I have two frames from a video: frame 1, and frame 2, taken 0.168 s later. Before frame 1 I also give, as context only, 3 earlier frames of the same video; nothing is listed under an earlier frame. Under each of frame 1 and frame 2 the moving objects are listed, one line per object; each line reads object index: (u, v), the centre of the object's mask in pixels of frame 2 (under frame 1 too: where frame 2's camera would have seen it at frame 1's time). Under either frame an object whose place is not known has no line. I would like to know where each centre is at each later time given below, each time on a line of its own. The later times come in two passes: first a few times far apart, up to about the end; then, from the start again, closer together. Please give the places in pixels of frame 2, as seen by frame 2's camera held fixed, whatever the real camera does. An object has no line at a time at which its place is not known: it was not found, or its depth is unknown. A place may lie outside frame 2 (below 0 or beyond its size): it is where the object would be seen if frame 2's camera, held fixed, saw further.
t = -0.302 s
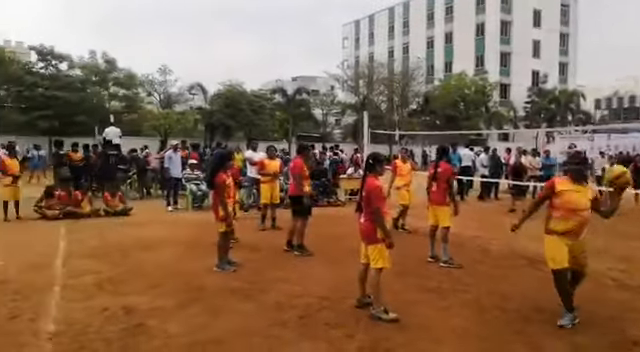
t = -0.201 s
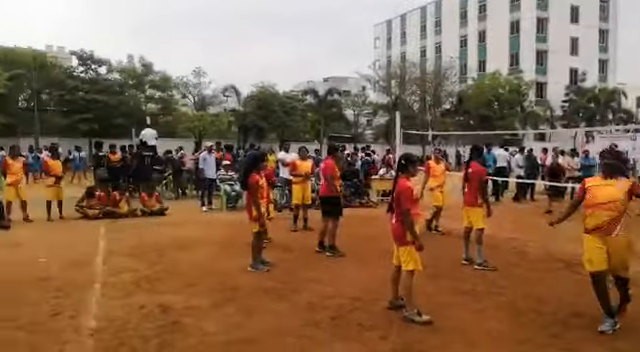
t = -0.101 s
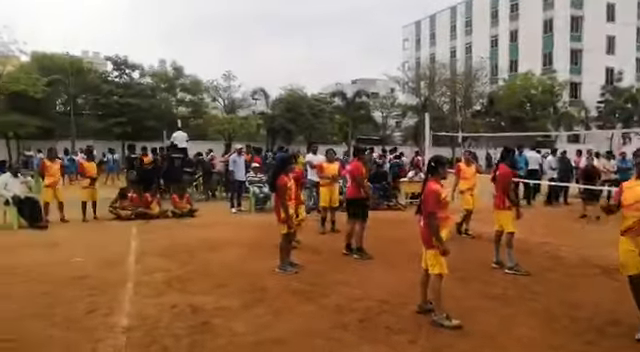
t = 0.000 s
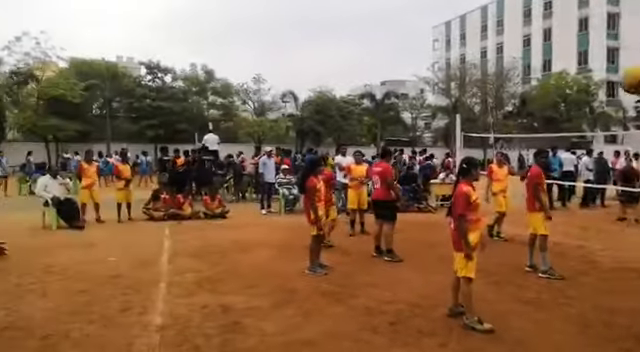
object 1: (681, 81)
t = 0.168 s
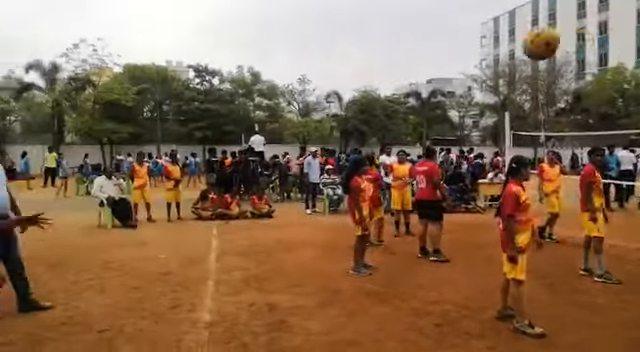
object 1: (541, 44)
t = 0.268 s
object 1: (440, 43)
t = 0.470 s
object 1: (227, 95)
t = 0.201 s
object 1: (508, 41)
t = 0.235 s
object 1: (474, 41)
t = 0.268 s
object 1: (440, 43)
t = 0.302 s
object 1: (406, 46)
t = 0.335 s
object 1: (370, 53)
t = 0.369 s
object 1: (334, 61)
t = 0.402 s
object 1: (298, 72)
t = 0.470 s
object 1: (227, 95)
